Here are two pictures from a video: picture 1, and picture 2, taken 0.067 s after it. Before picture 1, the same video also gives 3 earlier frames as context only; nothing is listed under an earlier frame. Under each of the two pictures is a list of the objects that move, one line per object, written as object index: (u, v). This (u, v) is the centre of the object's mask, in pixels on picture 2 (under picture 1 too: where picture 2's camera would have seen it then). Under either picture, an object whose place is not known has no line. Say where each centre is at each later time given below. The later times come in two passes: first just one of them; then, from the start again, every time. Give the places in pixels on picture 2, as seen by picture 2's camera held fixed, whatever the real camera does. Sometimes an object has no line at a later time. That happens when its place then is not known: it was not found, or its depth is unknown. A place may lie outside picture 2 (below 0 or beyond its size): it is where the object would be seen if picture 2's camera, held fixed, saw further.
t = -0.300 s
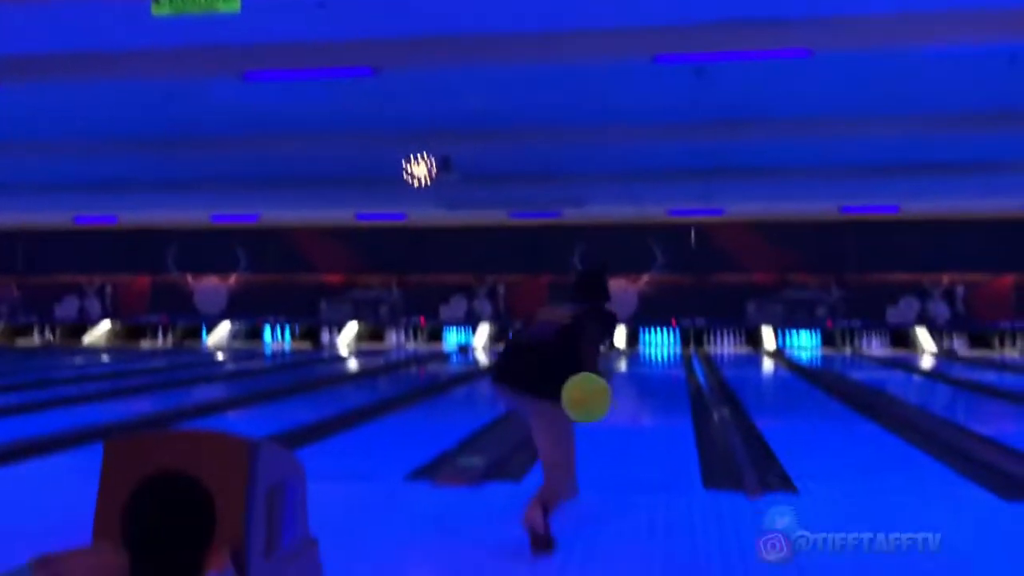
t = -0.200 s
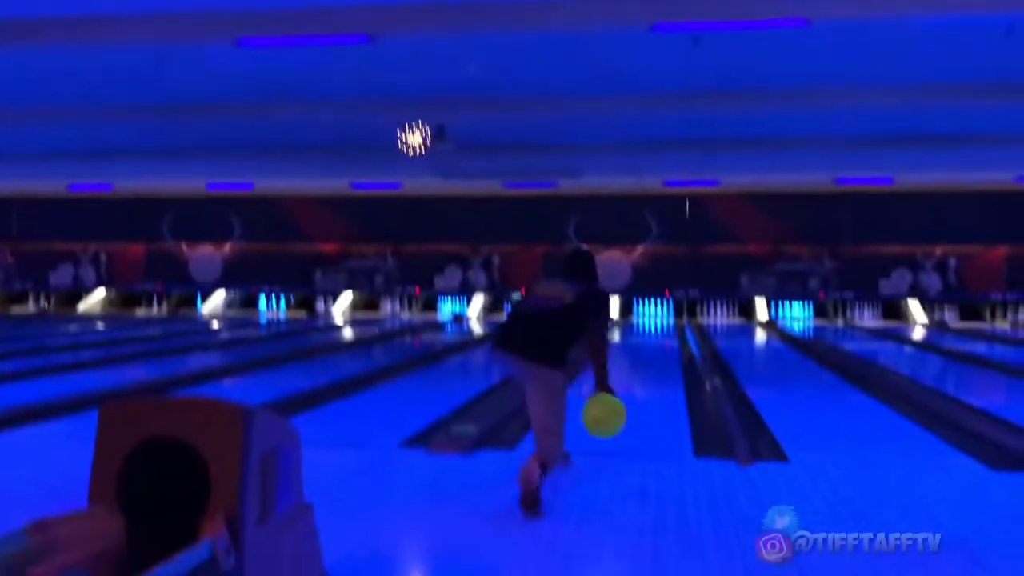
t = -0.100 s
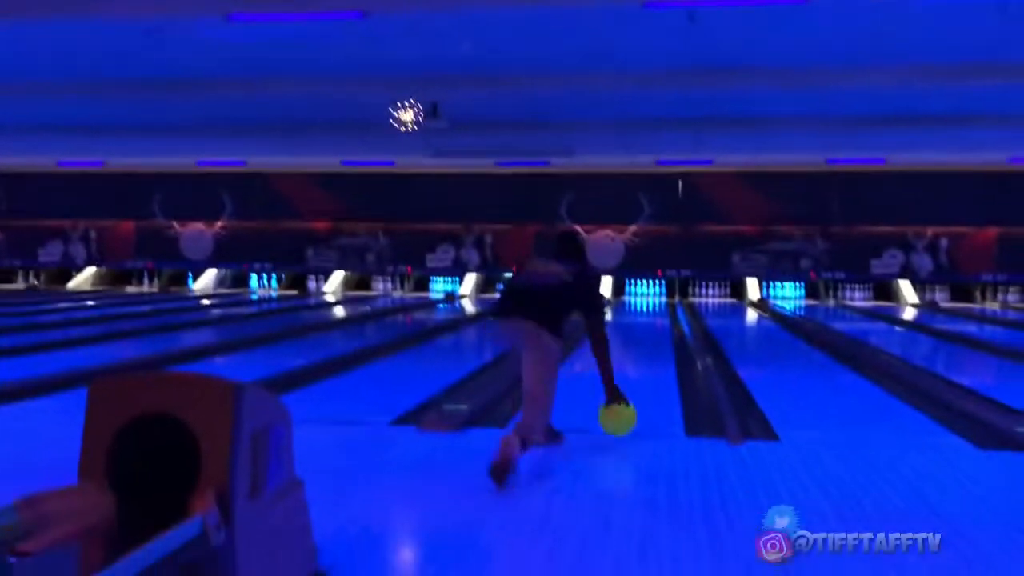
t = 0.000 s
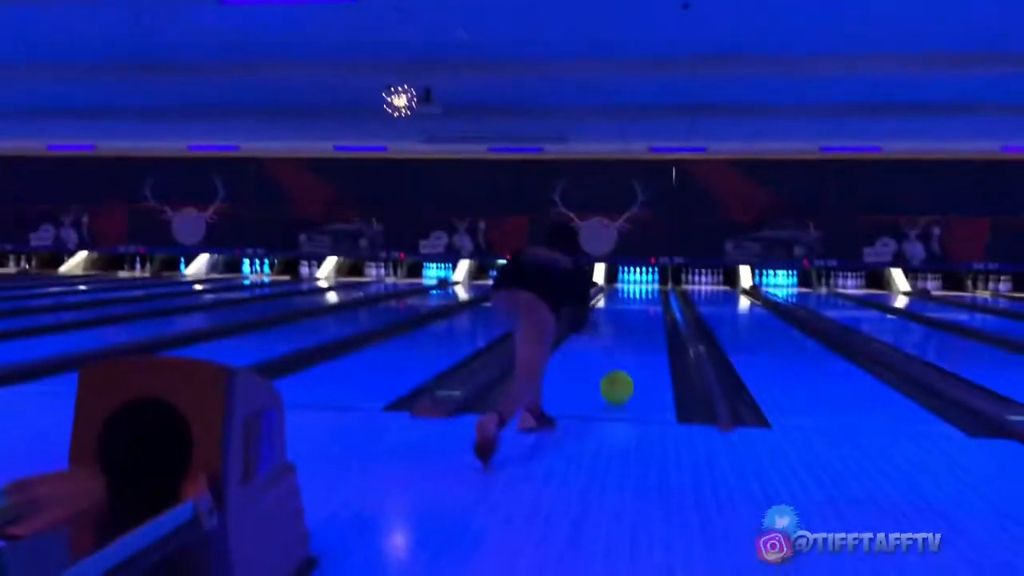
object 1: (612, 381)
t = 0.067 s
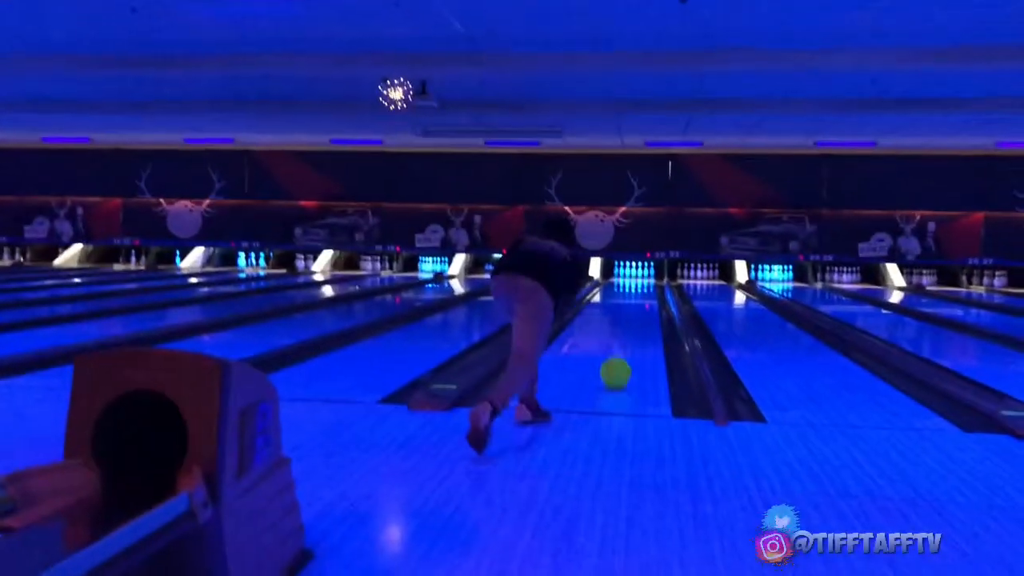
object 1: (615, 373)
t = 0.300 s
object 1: (623, 343)
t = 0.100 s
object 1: (617, 367)
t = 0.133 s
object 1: (618, 363)
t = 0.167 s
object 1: (619, 358)
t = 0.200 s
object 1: (620, 354)
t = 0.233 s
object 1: (622, 350)
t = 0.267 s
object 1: (622, 346)
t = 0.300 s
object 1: (623, 343)
